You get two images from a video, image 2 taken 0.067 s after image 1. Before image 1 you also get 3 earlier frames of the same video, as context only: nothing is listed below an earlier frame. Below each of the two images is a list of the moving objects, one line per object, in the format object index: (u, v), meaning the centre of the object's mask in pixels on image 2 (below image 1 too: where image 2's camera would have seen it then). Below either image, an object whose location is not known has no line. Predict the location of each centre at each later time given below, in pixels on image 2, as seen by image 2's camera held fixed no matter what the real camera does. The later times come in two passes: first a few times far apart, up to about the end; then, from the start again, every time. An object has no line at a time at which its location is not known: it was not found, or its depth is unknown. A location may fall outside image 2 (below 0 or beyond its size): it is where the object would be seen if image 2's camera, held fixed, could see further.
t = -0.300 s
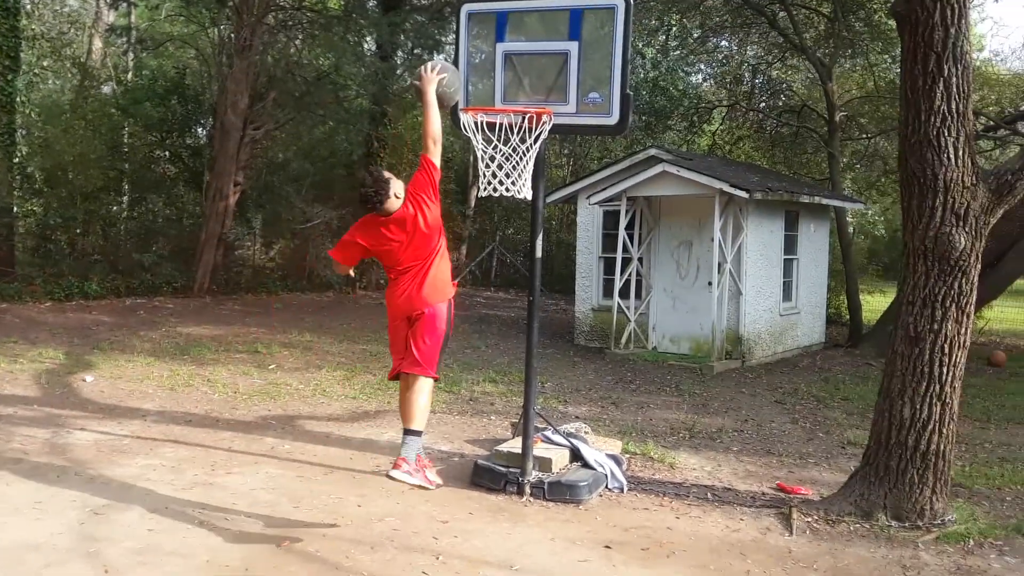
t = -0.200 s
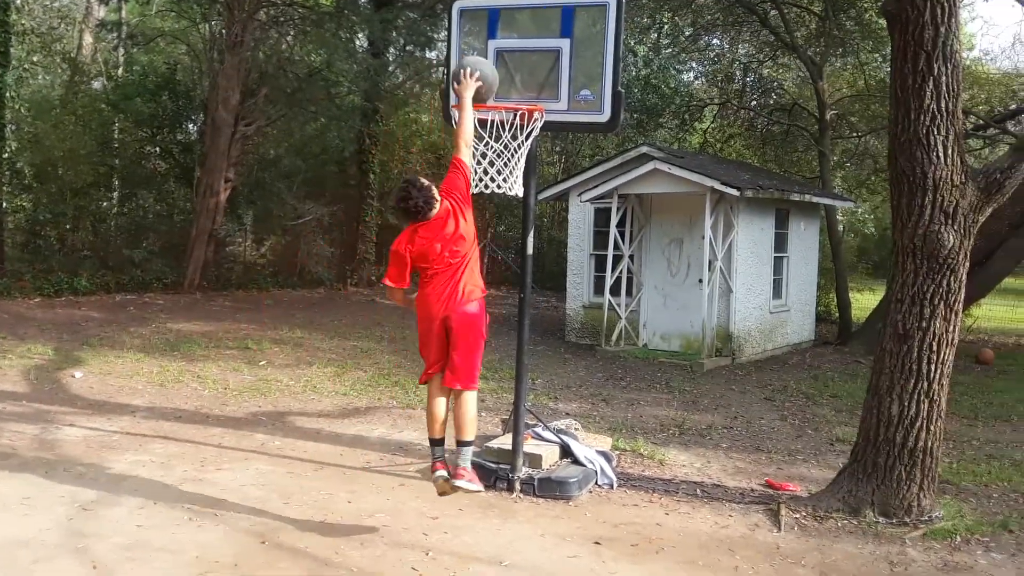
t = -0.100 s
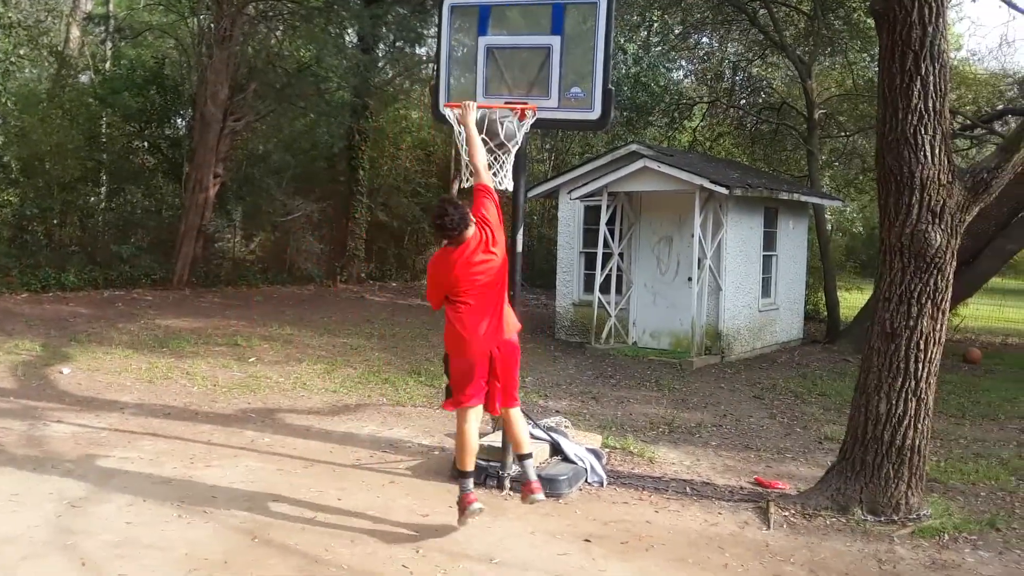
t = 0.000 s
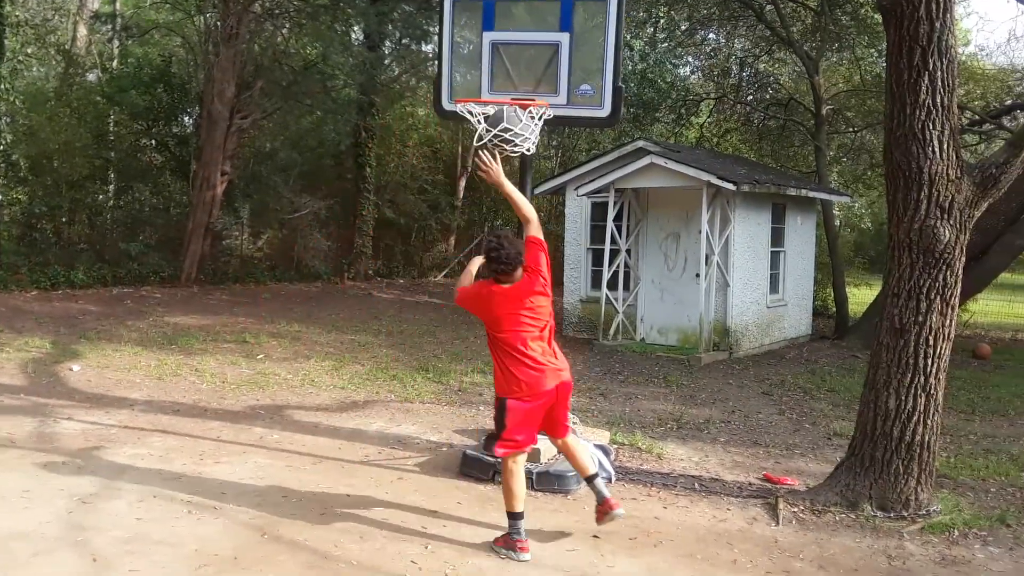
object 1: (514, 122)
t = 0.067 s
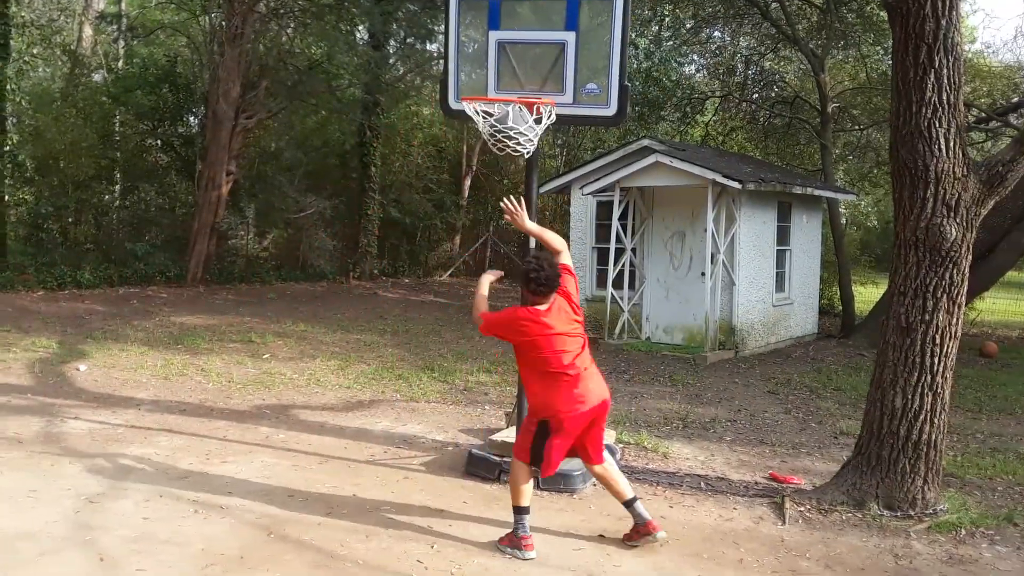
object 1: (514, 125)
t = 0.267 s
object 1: (500, 190)
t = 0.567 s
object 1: (487, 327)
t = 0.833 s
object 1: (383, 444)
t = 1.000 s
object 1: (276, 444)
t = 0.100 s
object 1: (512, 132)
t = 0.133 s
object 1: (508, 136)
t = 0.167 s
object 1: (506, 138)
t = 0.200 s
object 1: (505, 145)
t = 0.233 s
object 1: (504, 164)
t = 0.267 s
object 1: (500, 190)
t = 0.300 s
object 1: (501, 196)
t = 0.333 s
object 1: (500, 202)
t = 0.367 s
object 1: (499, 212)
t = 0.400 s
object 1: (496, 225)
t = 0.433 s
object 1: (496, 243)
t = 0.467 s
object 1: (493, 263)
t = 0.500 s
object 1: (491, 282)
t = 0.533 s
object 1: (490, 303)
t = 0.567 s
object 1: (487, 327)
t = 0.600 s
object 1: (485, 352)
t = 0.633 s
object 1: (481, 378)
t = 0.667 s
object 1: (480, 405)
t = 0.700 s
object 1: (476, 431)
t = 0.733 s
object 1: (454, 432)
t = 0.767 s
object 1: (431, 434)
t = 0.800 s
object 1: (407, 439)
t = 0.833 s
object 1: (383, 444)
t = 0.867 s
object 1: (358, 452)
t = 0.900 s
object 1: (333, 461)
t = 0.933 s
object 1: (314, 453)
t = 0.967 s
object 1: (295, 448)
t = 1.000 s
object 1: (276, 444)
